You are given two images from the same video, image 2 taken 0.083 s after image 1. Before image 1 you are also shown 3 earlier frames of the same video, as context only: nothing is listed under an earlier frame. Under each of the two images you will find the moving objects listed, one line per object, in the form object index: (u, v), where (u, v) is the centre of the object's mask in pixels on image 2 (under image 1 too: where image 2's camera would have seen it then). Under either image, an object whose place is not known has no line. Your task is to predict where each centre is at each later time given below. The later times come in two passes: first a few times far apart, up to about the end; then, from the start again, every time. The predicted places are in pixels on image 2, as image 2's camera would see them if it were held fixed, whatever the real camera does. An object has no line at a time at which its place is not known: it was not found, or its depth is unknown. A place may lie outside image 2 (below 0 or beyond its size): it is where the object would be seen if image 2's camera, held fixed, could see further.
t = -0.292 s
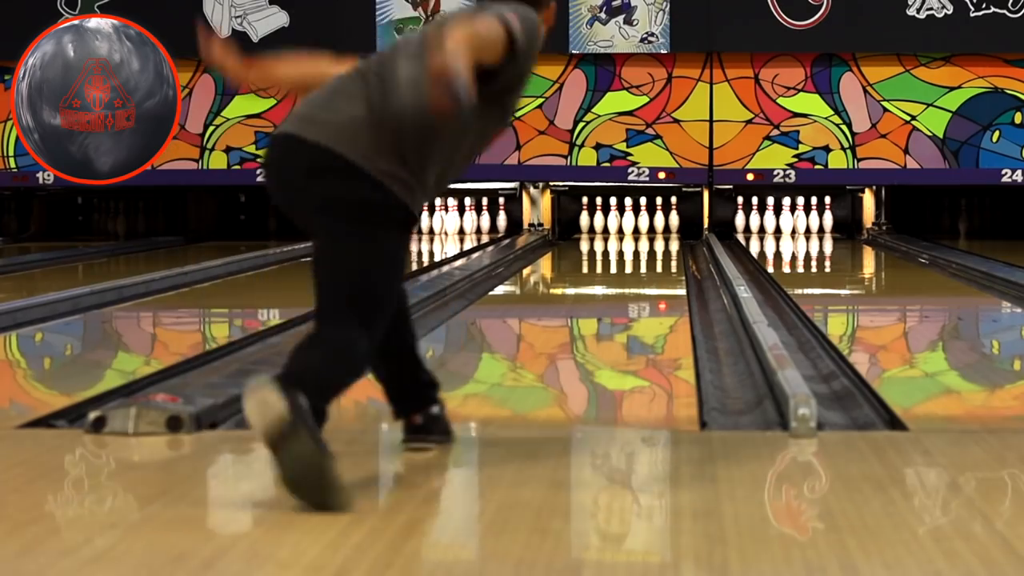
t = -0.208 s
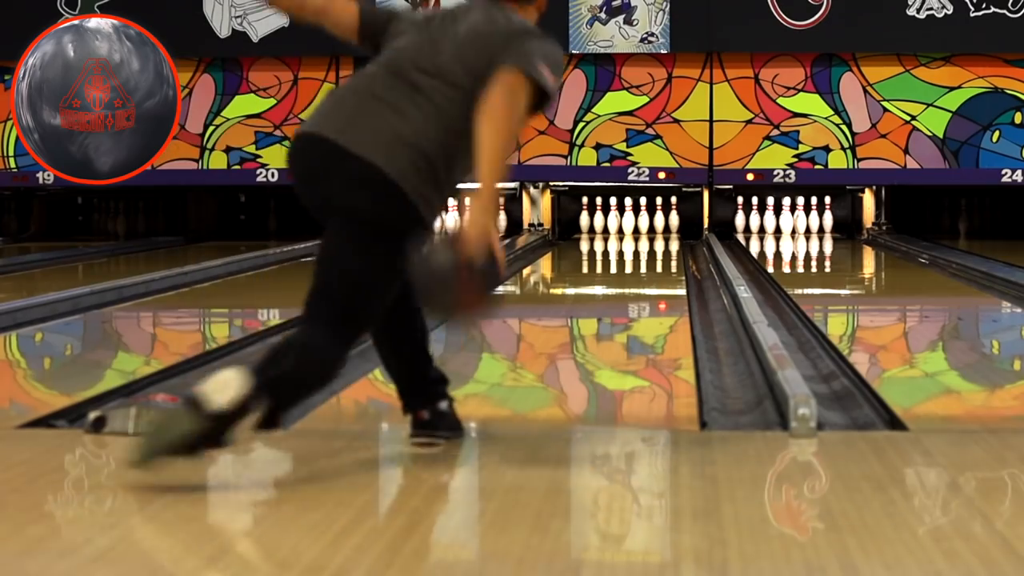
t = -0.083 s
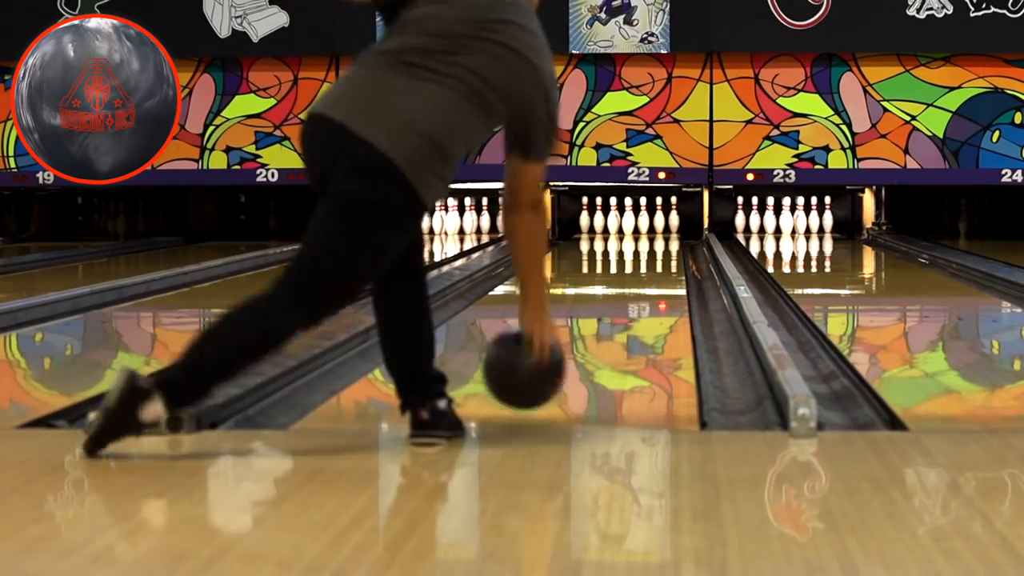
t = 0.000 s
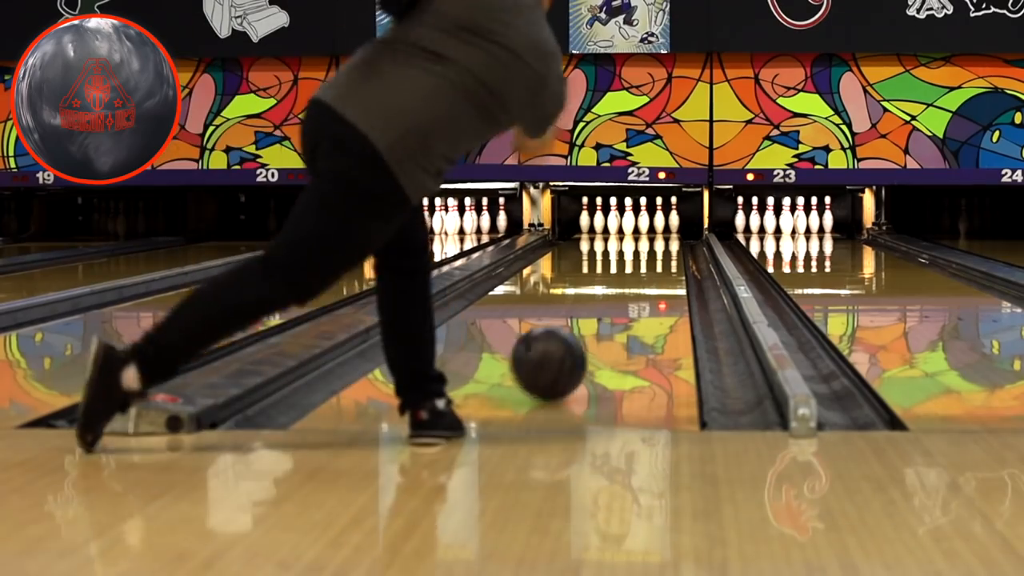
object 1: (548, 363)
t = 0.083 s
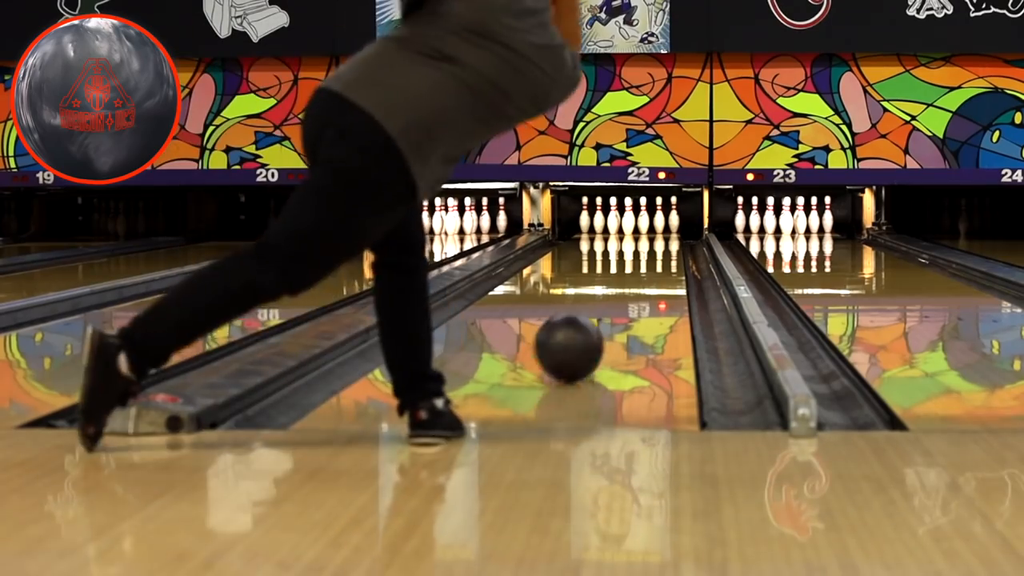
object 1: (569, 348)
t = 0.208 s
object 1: (592, 327)
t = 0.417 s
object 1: (622, 302)
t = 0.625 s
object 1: (641, 284)
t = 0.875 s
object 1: (657, 267)
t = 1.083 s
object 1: (665, 256)
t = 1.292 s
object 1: (669, 249)
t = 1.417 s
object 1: (669, 245)
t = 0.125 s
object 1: (577, 341)
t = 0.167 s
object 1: (585, 334)
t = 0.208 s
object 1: (592, 327)
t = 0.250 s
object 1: (599, 321)
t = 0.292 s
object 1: (605, 316)
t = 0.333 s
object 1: (611, 311)
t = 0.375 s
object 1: (616, 306)
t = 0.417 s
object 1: (622, 302)
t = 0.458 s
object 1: (626, 298)
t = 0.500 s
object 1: (630, 294)
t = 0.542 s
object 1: (634, 290)
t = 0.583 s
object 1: (637, 287)
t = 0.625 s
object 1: (641, 284)
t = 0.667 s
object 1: (644, 280)
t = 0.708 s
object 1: (647, 277)
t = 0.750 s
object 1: (649, 275)
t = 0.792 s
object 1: (652, 272)
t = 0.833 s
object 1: (655, 269)
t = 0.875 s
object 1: (657, 267)
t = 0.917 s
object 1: (659, 265)
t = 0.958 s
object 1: (661, 263)
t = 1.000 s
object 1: (662, 260)
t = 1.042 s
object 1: (664, 258)
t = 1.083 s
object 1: (665, 256)
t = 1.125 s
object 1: (666, 254)
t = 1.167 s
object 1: (667, 253)
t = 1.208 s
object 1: (668, 252)
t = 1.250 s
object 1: (668, 250)
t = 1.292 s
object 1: (669, 249)
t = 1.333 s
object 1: (669, 247)
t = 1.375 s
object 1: (669, 246)
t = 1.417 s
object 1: (669, 245)
